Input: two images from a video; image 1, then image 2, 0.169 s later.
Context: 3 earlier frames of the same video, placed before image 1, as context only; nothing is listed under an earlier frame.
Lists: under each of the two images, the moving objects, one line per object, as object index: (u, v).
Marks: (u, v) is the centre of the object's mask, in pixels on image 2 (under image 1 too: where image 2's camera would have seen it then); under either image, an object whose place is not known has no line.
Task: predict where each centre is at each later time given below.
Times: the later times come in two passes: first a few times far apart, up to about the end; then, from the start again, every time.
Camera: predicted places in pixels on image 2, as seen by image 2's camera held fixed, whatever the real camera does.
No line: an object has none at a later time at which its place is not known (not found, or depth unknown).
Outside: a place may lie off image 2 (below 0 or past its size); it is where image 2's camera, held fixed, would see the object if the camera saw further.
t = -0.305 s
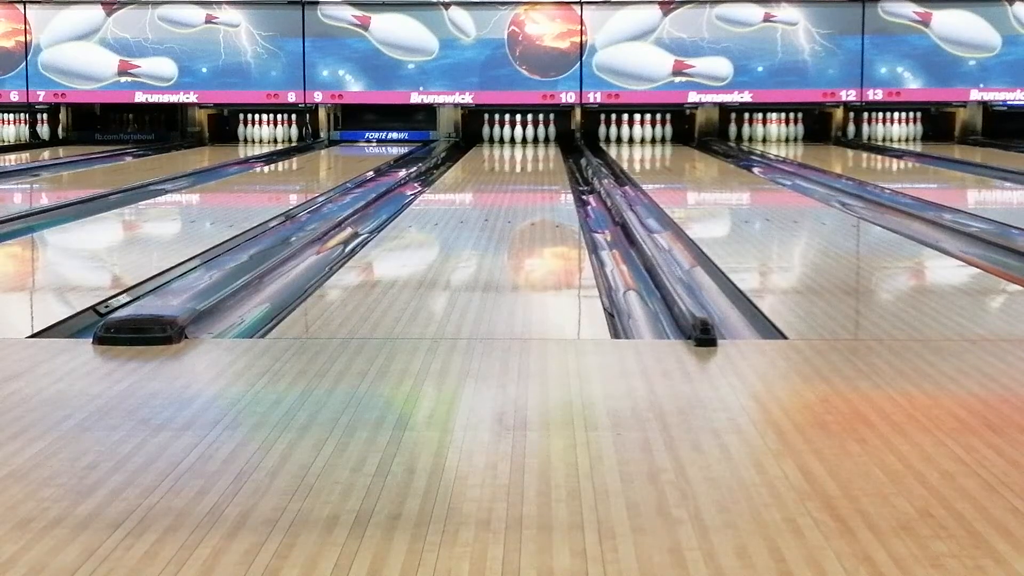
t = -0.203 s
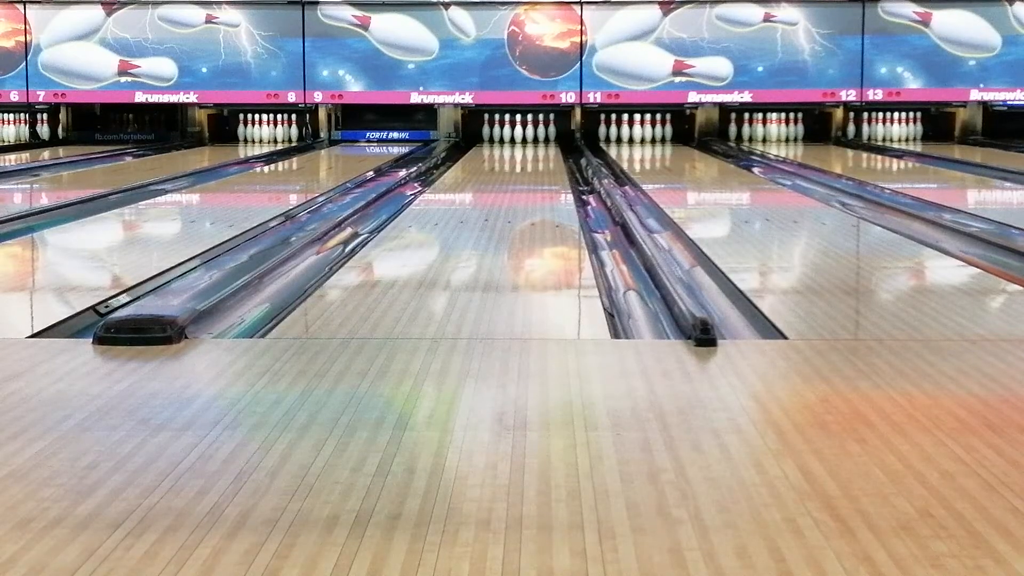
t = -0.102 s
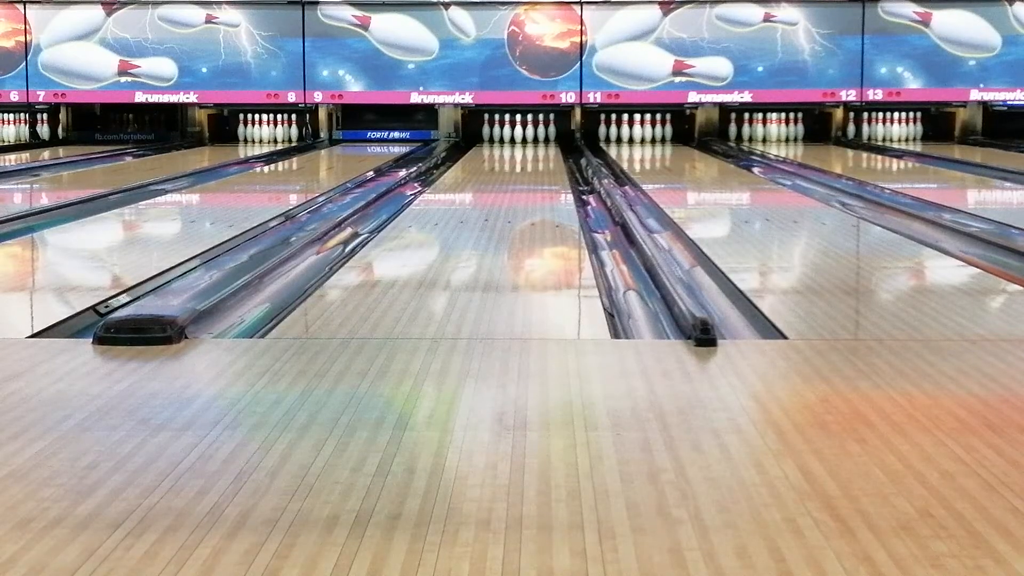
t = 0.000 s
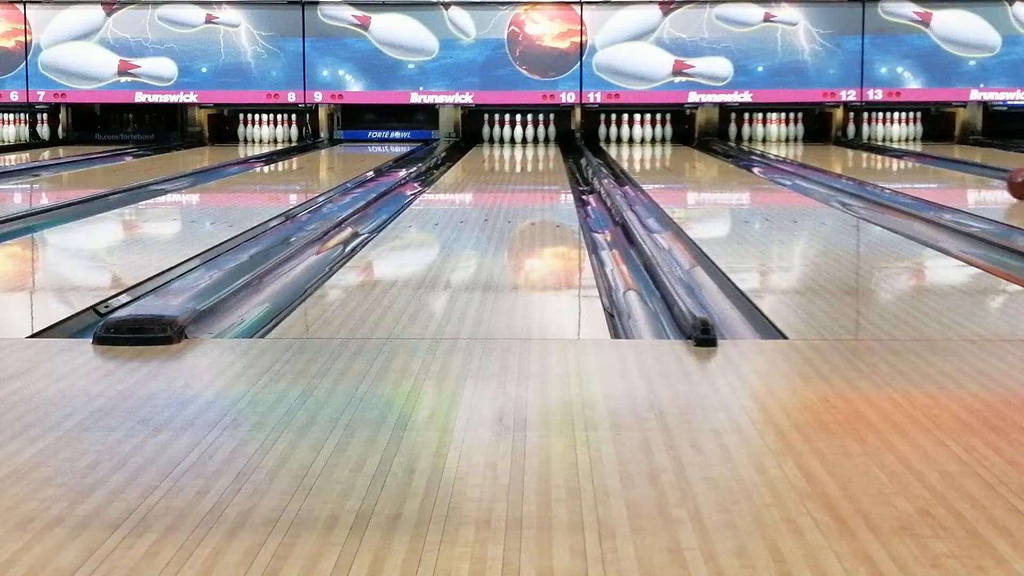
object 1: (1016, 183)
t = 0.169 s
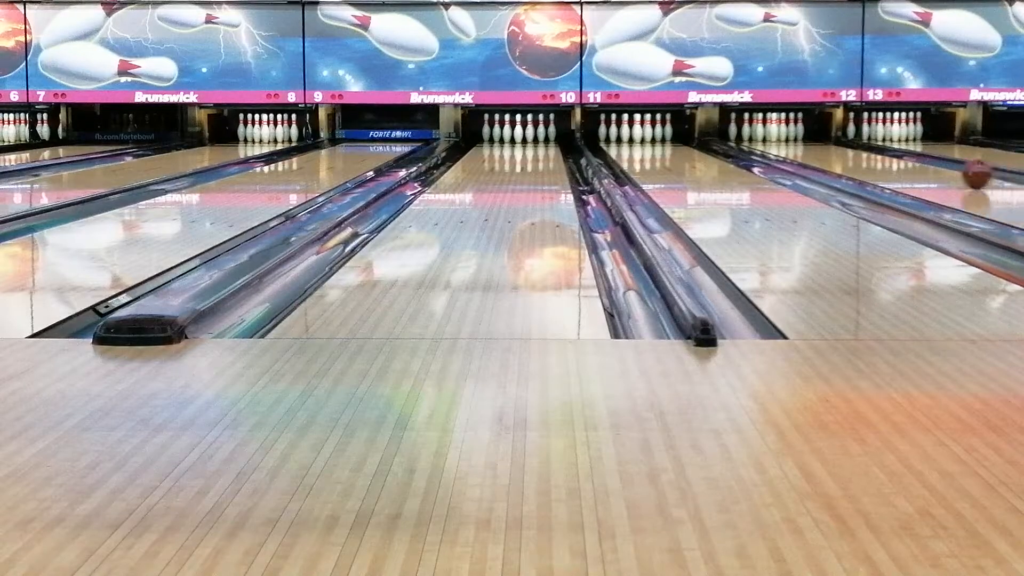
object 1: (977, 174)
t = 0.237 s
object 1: (961, 170)
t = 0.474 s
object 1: (914, 160)
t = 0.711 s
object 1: (877, 152)
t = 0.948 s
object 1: (847, 146)
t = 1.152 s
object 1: (825, 142)
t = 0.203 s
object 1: (969, 172)
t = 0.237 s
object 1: (961, 170)
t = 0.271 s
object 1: (954, 169)
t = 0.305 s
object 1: (946, 167)
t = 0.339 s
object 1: (939, 166)
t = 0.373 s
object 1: (933, 164)
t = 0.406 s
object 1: (926, 163)
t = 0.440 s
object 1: (920, 161)
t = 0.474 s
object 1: (914, 160)
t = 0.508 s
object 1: (908, 159)
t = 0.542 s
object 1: (903, 158)
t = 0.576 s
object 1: (898, 156)
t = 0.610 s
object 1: (892, 155)
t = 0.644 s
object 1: (887, 155)
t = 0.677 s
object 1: (881, 154)
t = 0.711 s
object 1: (877, 152)
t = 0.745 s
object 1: (873, 151)
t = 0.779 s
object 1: (868, 150)
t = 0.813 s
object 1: (864, 149)
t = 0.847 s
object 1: (859, 148)
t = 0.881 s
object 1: (855, 148)
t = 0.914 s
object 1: (851, 147)
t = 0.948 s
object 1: (847, 146)
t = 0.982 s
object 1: (843, 145)
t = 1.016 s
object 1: (839, 145)
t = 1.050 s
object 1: (835, 144)
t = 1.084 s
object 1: (832, 143)
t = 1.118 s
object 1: (828, 143)
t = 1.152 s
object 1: (825, 142)
